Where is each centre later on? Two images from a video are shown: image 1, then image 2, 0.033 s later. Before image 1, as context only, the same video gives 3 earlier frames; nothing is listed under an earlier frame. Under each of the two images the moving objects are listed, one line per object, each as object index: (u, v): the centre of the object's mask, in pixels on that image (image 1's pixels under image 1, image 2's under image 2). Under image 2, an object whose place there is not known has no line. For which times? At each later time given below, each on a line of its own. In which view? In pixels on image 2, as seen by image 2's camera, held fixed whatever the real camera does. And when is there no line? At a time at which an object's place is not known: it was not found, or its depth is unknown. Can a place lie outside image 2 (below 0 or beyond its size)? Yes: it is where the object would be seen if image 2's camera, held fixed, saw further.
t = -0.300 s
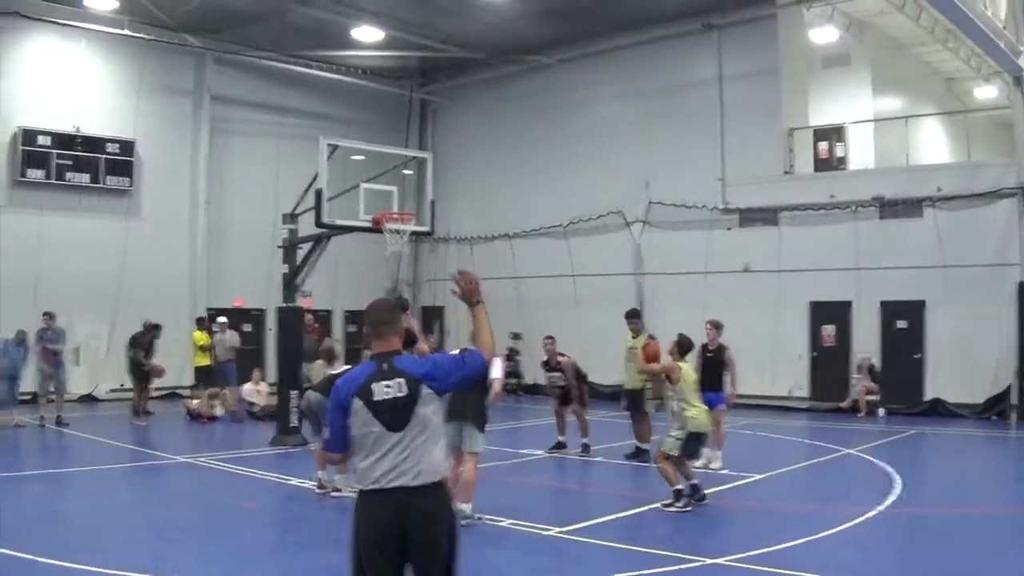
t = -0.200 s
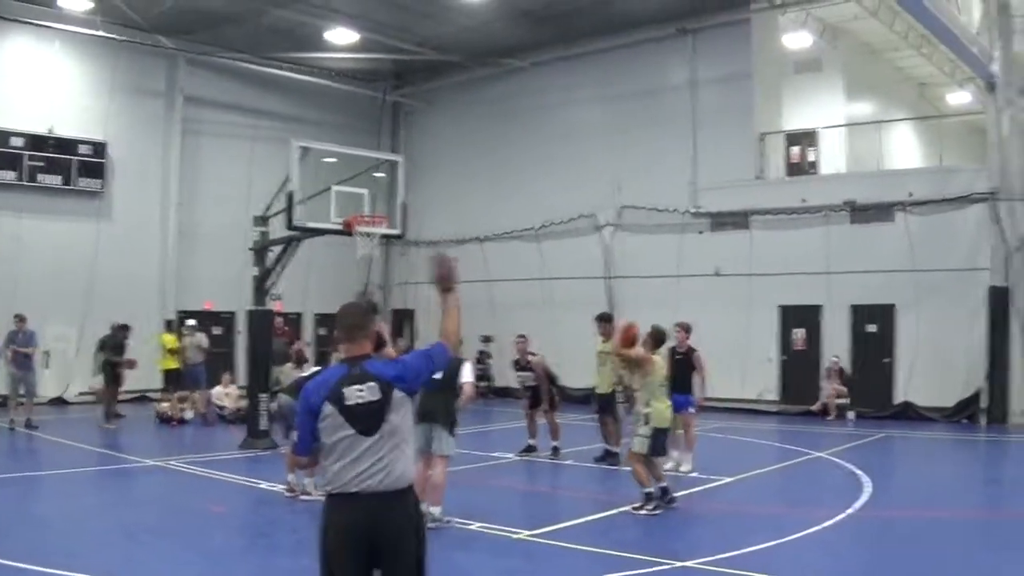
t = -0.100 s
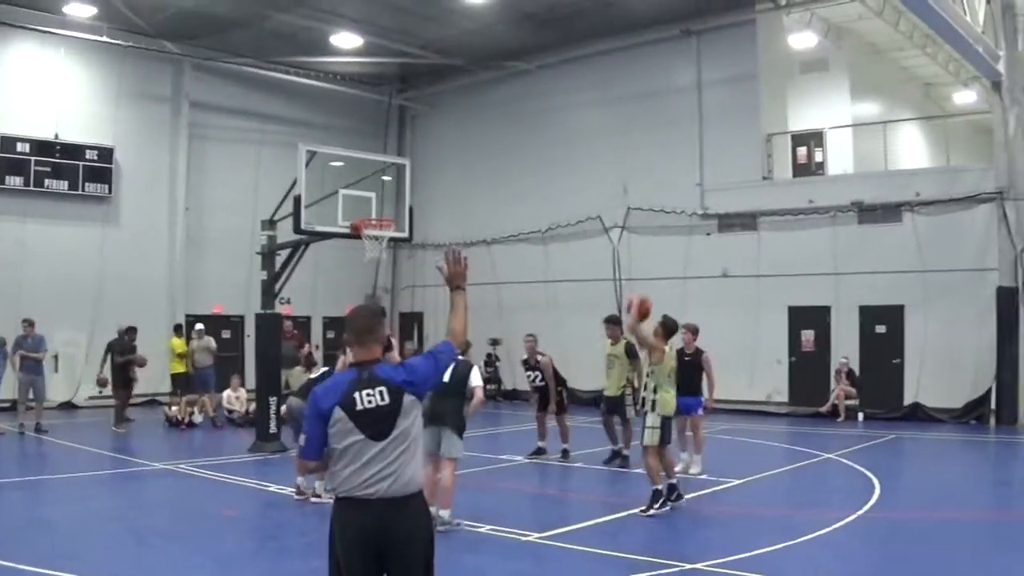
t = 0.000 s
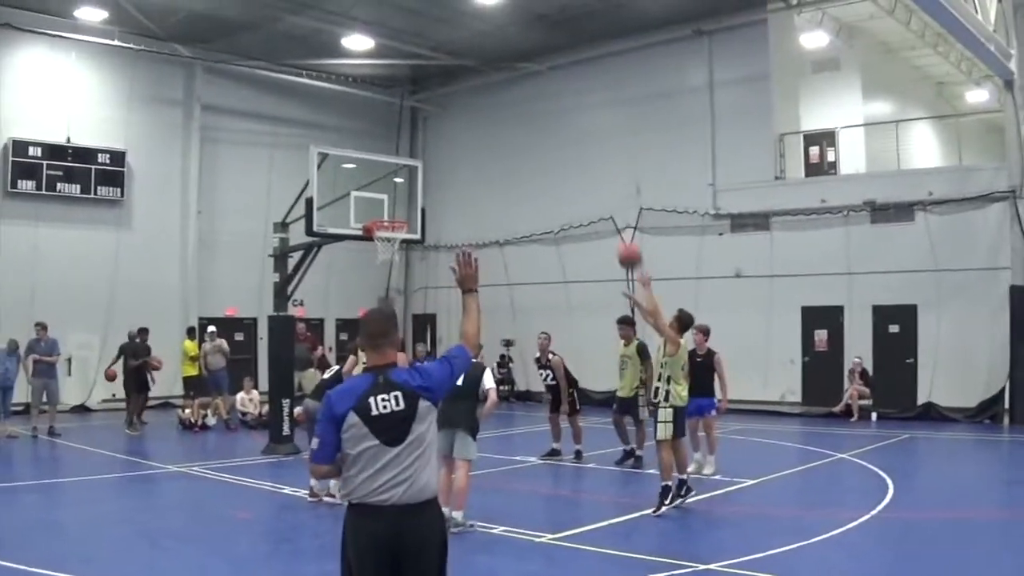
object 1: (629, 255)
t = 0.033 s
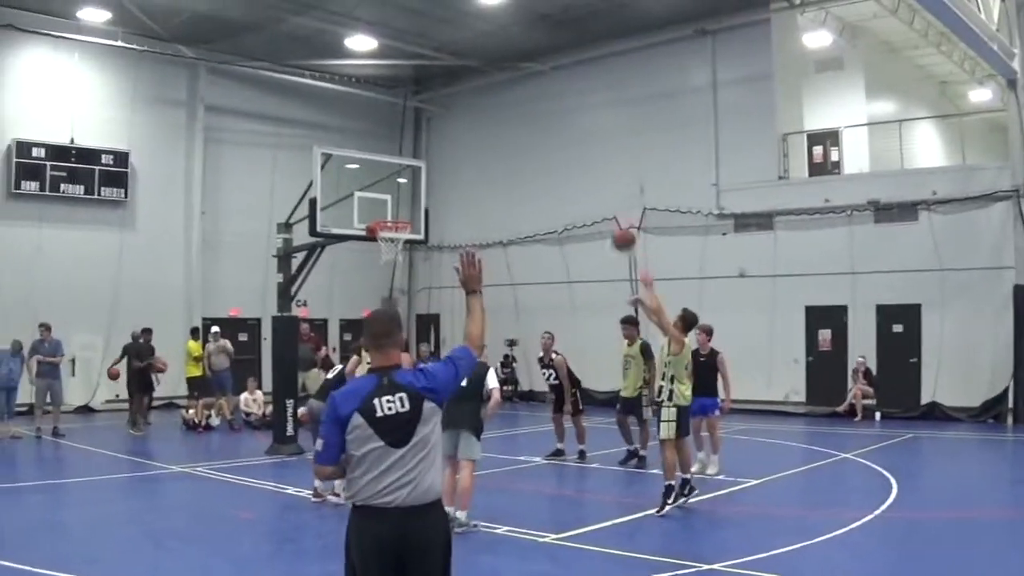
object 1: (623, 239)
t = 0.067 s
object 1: (611, 221)
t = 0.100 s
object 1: (601, 205)
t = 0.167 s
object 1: (581, 177)
